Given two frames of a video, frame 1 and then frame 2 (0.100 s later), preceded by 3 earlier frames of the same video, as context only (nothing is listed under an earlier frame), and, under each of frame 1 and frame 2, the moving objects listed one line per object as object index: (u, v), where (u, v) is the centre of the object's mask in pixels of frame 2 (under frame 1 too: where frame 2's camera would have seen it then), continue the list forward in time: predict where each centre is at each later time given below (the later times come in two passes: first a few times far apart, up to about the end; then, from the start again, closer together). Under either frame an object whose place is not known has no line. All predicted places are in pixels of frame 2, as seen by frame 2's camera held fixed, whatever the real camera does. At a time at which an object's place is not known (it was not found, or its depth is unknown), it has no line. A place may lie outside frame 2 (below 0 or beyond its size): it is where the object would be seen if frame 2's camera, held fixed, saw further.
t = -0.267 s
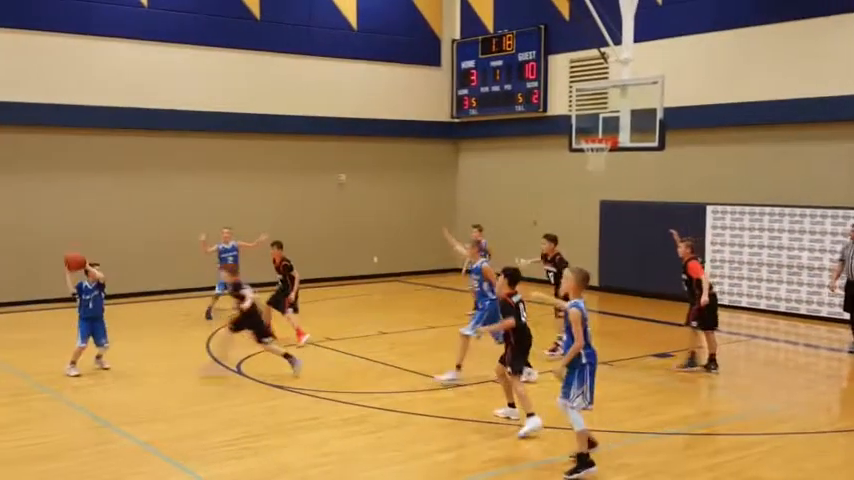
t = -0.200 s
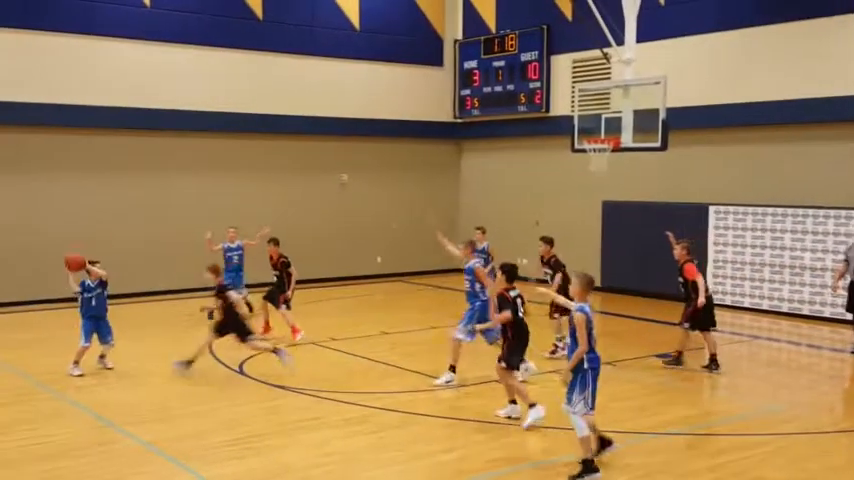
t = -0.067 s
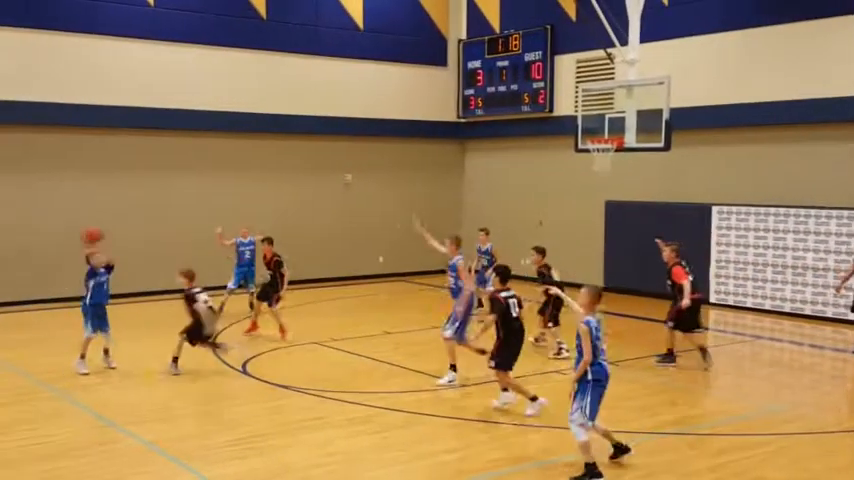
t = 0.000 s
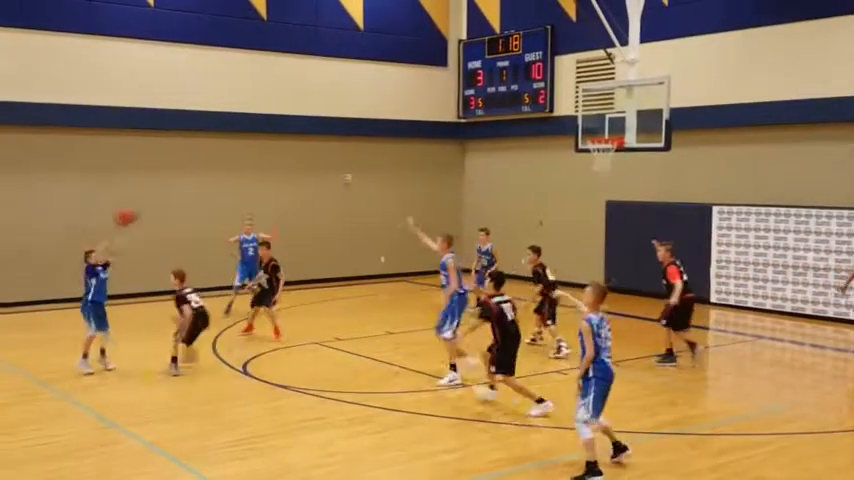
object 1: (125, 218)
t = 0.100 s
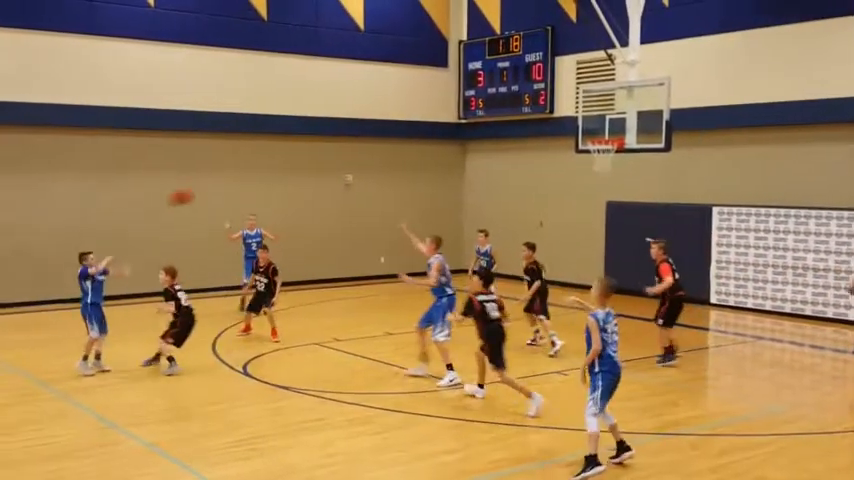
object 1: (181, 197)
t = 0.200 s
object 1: (234, 184)
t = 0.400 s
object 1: (339, 182)
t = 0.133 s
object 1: (199, 192)
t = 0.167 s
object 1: (216, 187)
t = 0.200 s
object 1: (234, 184)
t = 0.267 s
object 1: (270, 181)
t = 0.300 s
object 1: (287, 179)
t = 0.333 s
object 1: (304, 180)
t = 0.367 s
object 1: (321, 180)
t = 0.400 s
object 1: (339, 182)
